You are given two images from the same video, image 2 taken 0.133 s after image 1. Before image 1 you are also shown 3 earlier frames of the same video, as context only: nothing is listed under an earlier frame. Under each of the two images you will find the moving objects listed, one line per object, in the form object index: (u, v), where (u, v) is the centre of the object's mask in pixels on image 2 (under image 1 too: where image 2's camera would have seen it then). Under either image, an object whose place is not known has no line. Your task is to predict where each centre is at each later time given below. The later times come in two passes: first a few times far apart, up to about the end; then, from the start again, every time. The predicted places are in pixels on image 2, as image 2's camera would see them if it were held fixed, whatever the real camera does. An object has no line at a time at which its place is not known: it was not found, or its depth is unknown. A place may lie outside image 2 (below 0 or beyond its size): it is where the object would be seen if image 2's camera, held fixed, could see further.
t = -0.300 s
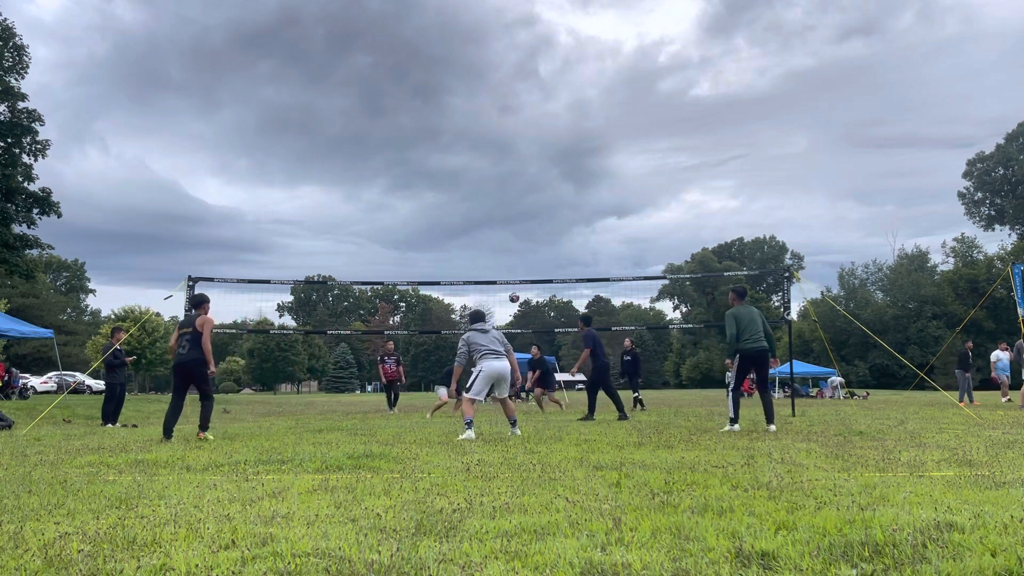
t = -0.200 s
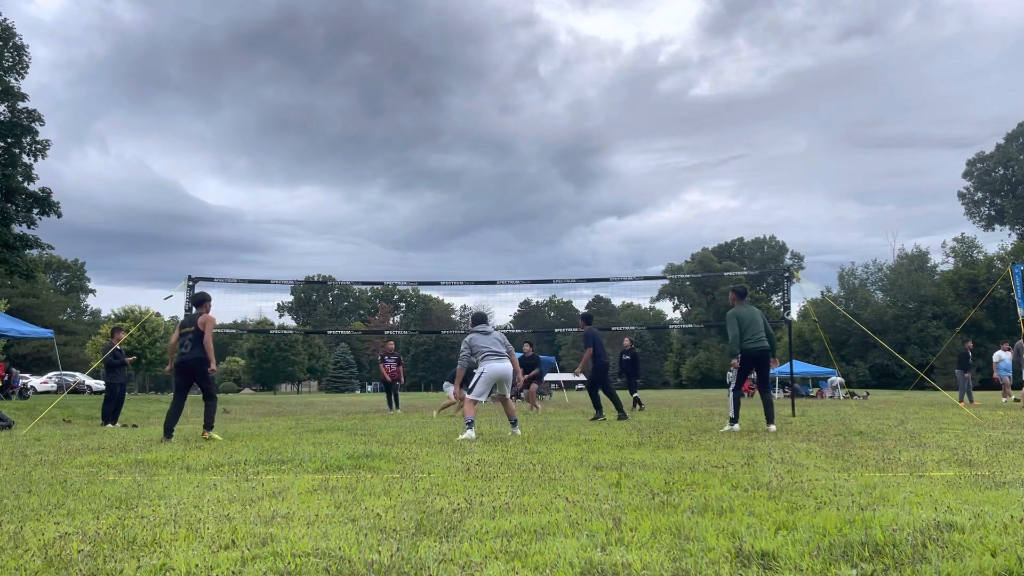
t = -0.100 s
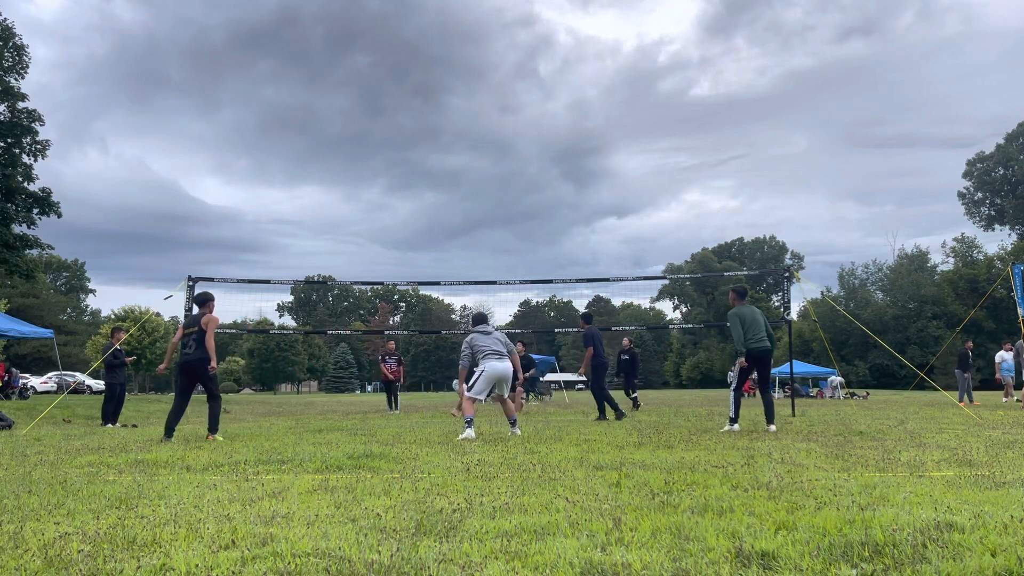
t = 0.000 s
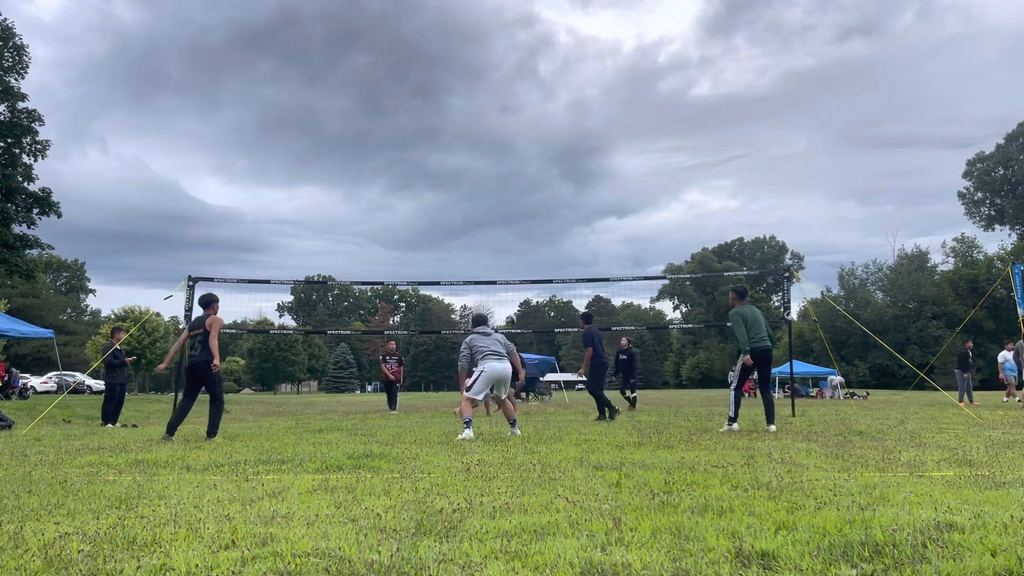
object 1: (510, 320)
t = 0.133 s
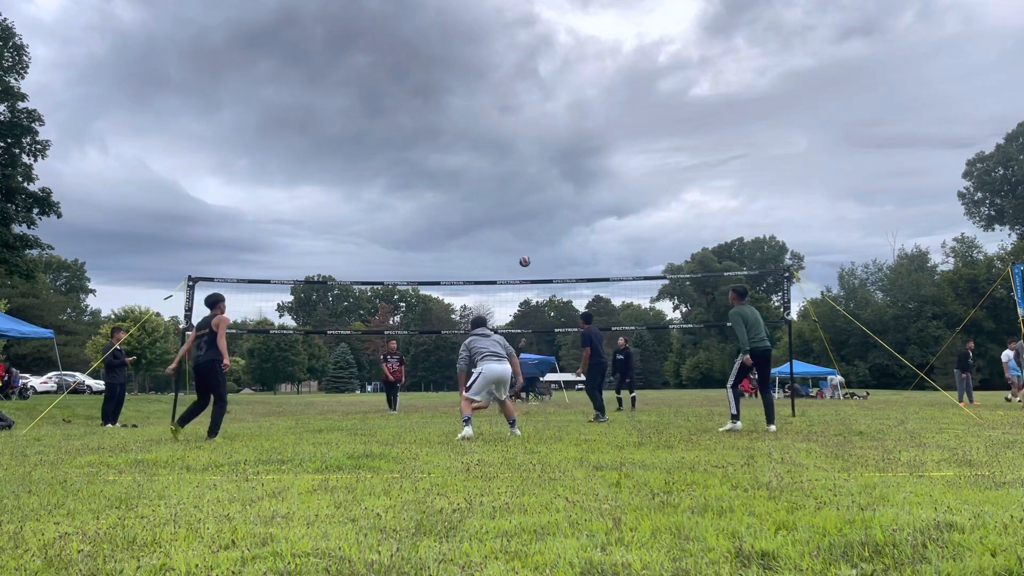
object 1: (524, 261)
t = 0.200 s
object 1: (532, 235)
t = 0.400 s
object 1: (554, 166)
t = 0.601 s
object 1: (578, 114)
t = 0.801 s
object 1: (605, 83)
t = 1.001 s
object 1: (636, 75)
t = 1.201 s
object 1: (672, 97)
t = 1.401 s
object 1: (713, 155)
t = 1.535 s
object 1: (744, 219)
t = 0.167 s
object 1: (528, 248)
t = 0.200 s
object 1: (532, 235)
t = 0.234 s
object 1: (535, 222)
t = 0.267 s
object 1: (539, 210)
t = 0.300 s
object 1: (542, 198)
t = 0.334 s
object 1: (546, 187)
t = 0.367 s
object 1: (550, 176)
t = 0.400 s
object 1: (554, 166)
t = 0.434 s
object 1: (557, 156)
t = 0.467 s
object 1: (561, 146)
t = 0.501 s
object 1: (566, 138)
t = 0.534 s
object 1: (570, 129)
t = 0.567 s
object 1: (574, 121)
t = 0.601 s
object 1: (578, 114)
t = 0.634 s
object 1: (582, 107)
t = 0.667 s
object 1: (587, 101)
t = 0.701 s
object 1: (591, 96)
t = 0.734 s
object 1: (596, 91)
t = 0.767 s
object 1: (600, 87)
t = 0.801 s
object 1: (605, 83)
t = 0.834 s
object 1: (610, 80)
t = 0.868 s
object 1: (615, 77)
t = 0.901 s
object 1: (620, 76)
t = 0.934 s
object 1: (625, 75)
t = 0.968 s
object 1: (631, 75)
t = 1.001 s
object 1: (636, 75)
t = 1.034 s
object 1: (642, 77)
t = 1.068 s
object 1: (648, 79)
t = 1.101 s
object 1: (653, 82)
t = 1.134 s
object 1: (660, 86)
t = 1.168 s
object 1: (666, 91)
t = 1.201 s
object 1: (672, 97)
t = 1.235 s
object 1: (679, 104)
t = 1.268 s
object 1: (685, 112)
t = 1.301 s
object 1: (692, 121)
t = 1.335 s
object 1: (699, 132)
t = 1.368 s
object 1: (706, 143)
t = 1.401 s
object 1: (713, 155)
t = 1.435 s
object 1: (721, 169)
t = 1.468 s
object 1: (728, 185)
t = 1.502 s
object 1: (736, 201)
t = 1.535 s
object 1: (744, 219)
